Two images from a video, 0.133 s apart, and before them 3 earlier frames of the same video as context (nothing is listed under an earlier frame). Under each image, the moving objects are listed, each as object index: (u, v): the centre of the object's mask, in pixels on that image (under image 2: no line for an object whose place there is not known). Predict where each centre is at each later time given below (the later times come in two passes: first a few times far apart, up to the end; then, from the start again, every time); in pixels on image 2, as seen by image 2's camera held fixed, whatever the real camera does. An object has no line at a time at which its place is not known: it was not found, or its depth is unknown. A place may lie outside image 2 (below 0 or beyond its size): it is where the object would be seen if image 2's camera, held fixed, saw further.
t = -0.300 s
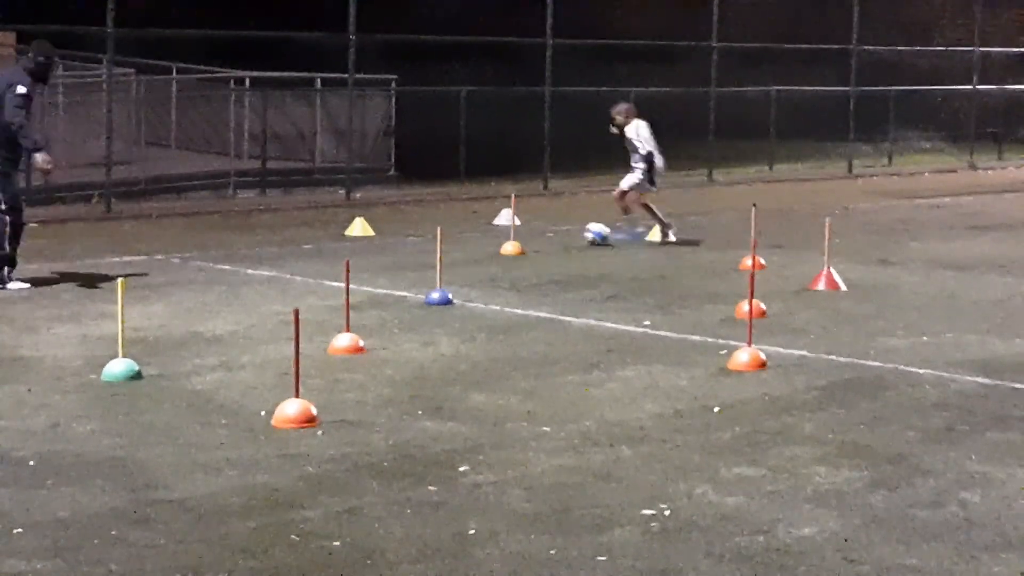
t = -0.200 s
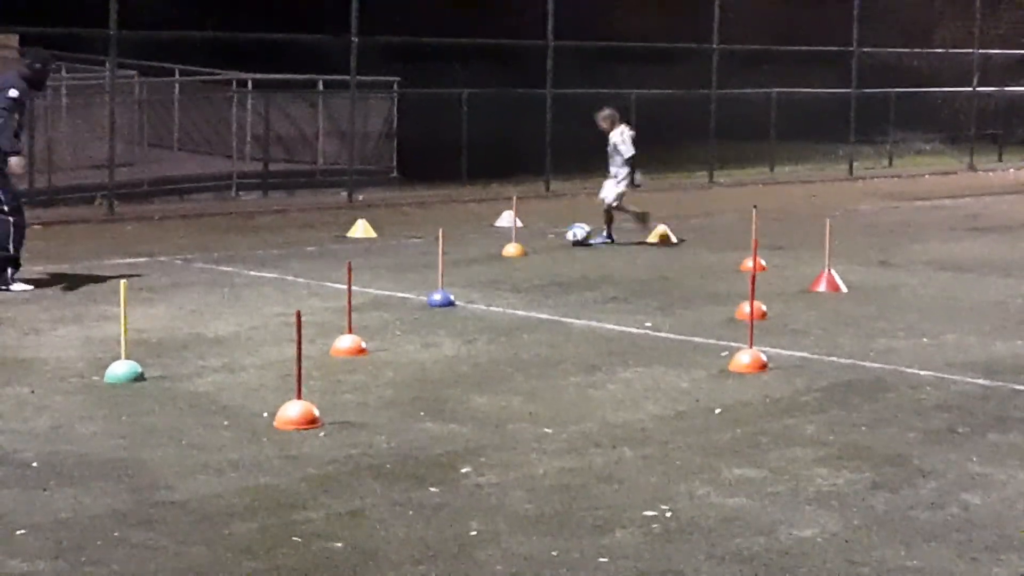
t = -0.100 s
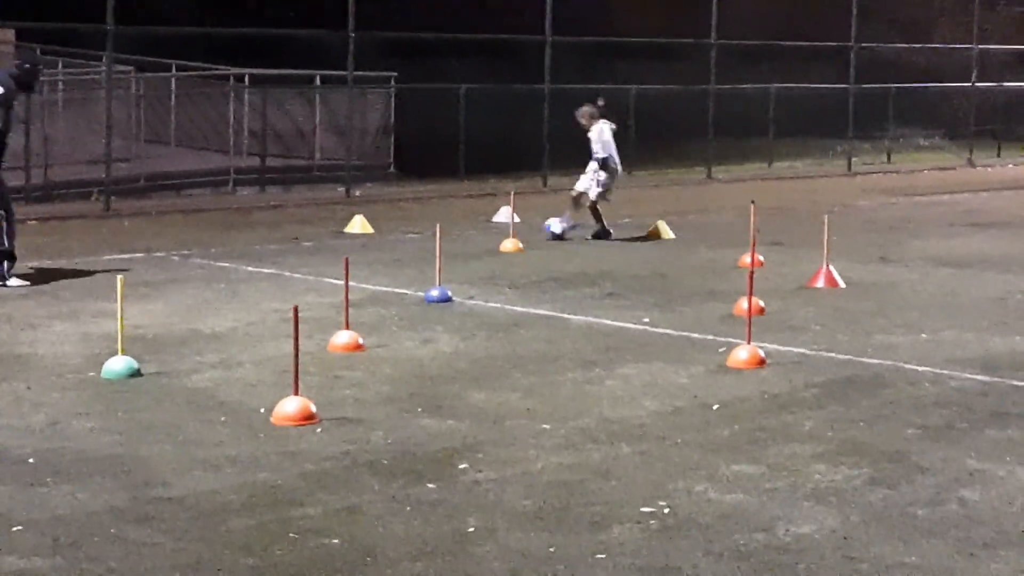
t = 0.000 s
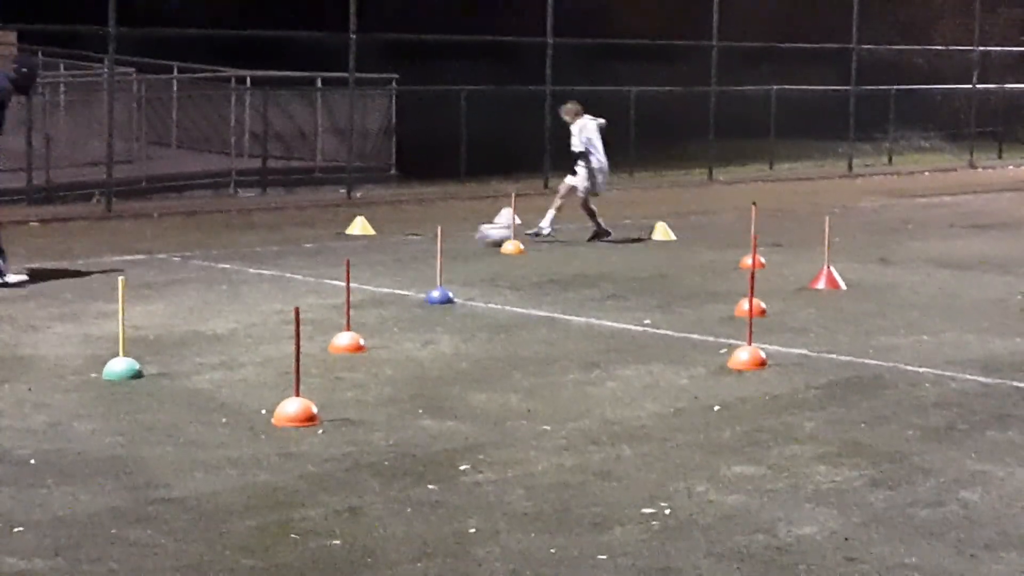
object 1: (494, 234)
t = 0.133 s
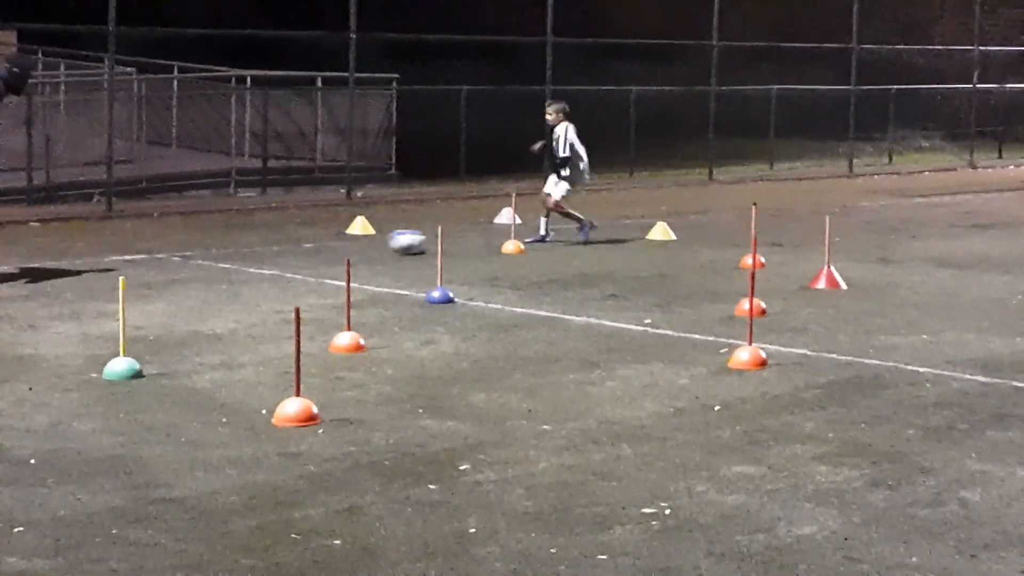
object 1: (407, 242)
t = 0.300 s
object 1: (294, 247)
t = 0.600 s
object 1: (95, 266)
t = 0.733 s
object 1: (13, 275)
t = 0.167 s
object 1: (384, 243)
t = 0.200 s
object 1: (360, 246)
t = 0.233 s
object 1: (338, 247)
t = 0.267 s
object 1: (316, 247)
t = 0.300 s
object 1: (294, 247)
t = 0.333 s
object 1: (272, 250)
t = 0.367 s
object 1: (249, 254)
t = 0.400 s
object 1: (226, 257)
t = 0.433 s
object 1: (205, 256)
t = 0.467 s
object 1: (185, 257)
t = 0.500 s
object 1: (162, 260)
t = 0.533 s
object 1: (139, 264)
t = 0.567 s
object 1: (118, 265)
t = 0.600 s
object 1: (95, 266)
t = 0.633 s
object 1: (72, 268)
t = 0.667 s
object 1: (50, 272)
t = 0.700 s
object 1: (26, 273)
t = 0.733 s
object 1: (13, 275)
